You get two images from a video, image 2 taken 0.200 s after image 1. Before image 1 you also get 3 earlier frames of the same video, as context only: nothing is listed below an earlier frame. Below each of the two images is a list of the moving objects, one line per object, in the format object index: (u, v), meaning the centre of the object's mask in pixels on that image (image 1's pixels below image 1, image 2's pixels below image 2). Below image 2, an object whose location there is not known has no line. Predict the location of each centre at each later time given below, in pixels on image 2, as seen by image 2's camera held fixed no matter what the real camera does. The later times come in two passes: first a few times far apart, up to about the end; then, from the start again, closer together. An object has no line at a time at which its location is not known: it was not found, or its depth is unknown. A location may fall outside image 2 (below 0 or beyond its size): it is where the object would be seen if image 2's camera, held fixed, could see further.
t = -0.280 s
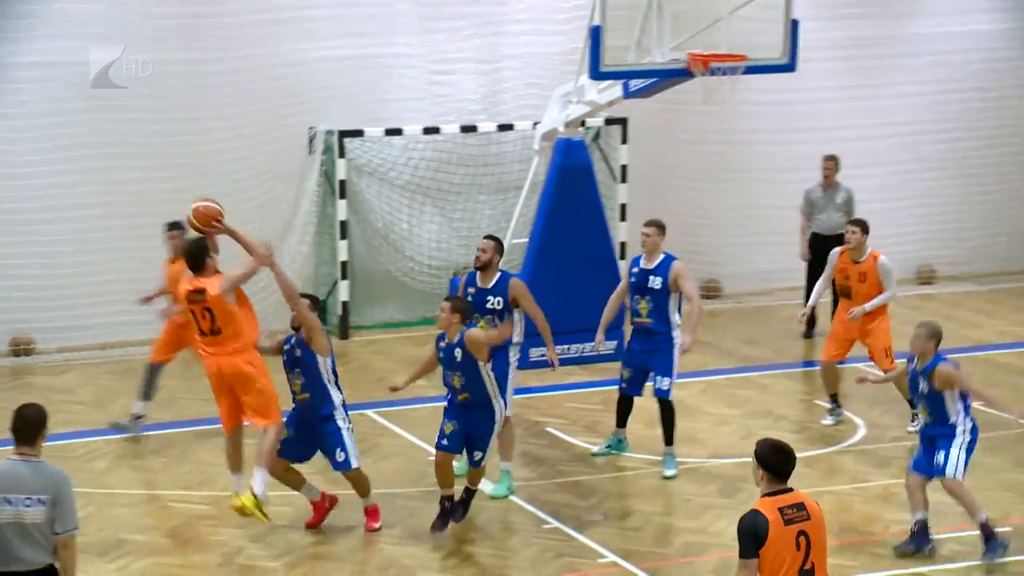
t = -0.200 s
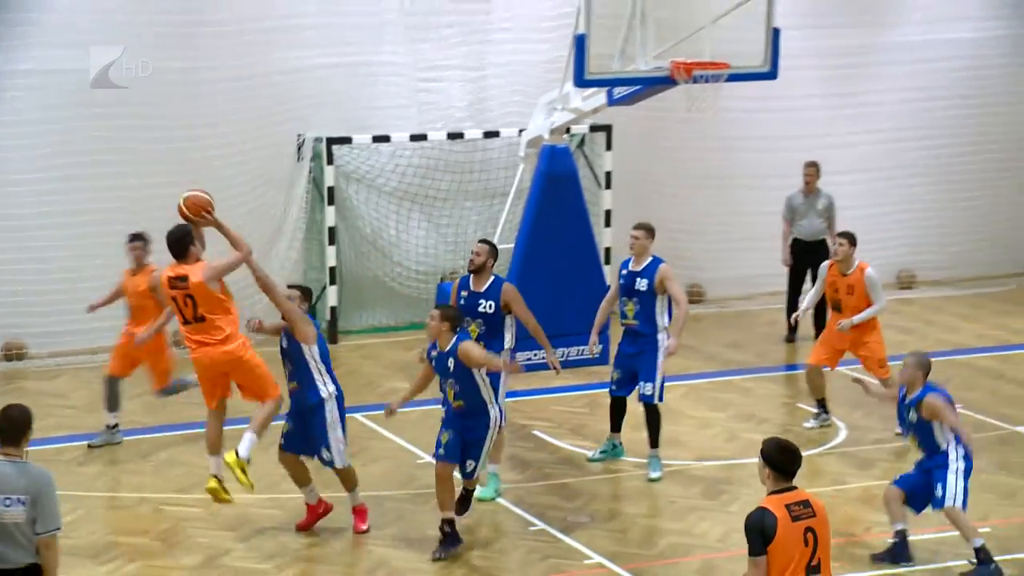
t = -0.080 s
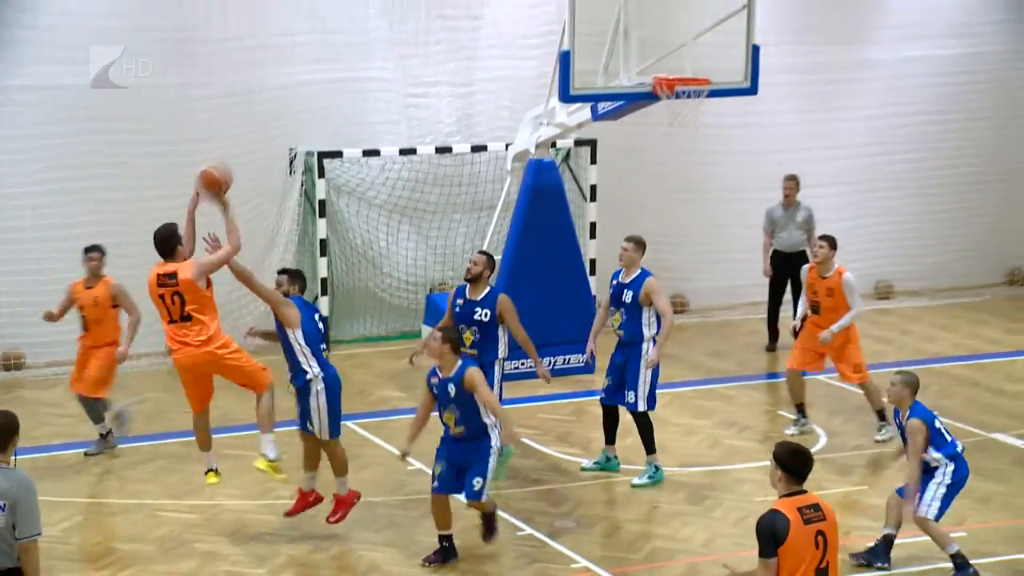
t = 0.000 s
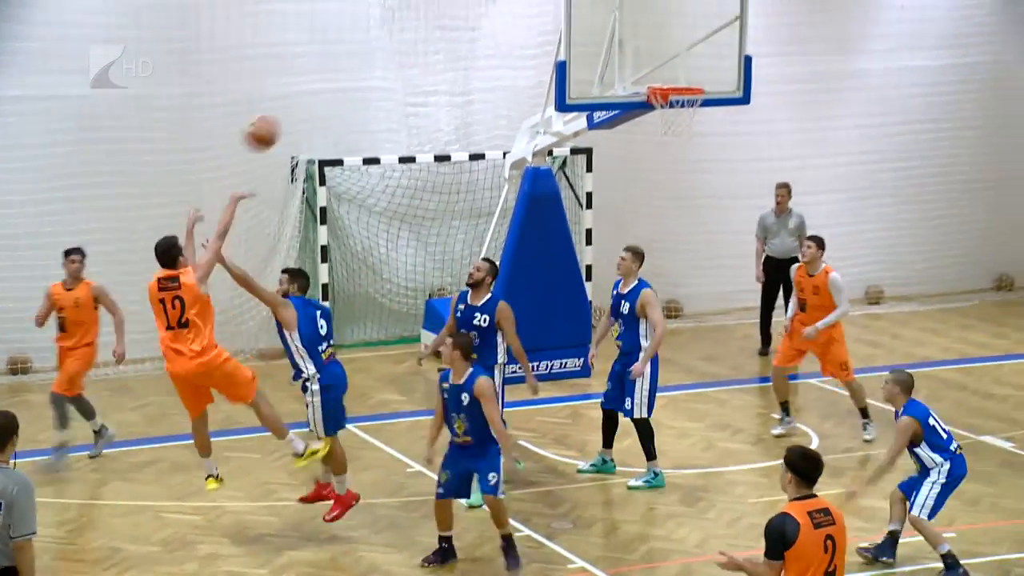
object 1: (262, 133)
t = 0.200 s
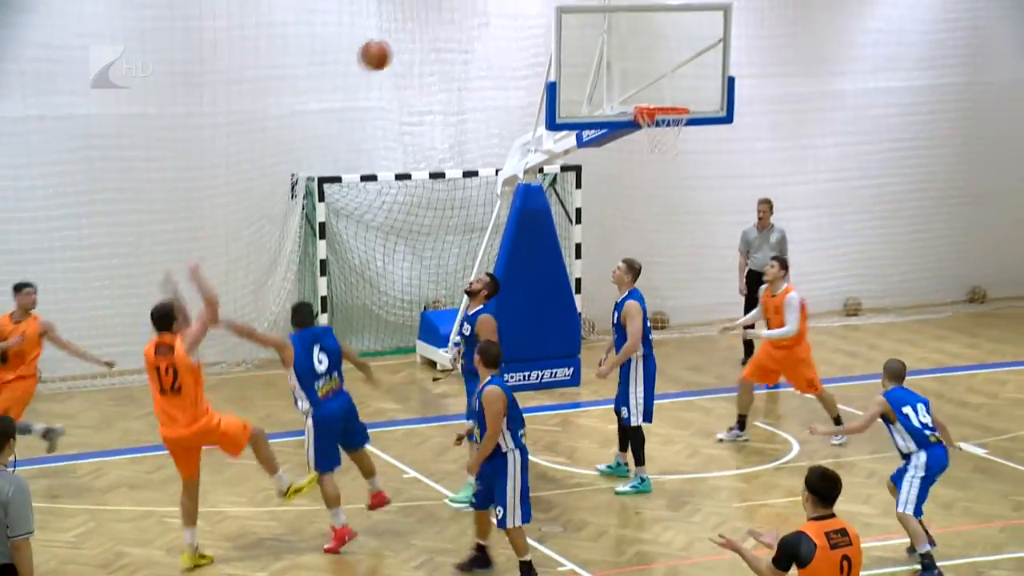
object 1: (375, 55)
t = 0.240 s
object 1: (396, 43)
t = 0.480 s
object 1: (517, 13)
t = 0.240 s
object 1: (396, 43)
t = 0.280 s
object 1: (418, 32)
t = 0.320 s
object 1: (437, 25)
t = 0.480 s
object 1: (517, 13)
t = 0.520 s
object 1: (535, 16)
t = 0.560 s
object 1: (554, 20)
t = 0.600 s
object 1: (570, 27)
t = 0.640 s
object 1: (588, 35)
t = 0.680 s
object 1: (604, 45)
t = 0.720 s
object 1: (620, 56)
